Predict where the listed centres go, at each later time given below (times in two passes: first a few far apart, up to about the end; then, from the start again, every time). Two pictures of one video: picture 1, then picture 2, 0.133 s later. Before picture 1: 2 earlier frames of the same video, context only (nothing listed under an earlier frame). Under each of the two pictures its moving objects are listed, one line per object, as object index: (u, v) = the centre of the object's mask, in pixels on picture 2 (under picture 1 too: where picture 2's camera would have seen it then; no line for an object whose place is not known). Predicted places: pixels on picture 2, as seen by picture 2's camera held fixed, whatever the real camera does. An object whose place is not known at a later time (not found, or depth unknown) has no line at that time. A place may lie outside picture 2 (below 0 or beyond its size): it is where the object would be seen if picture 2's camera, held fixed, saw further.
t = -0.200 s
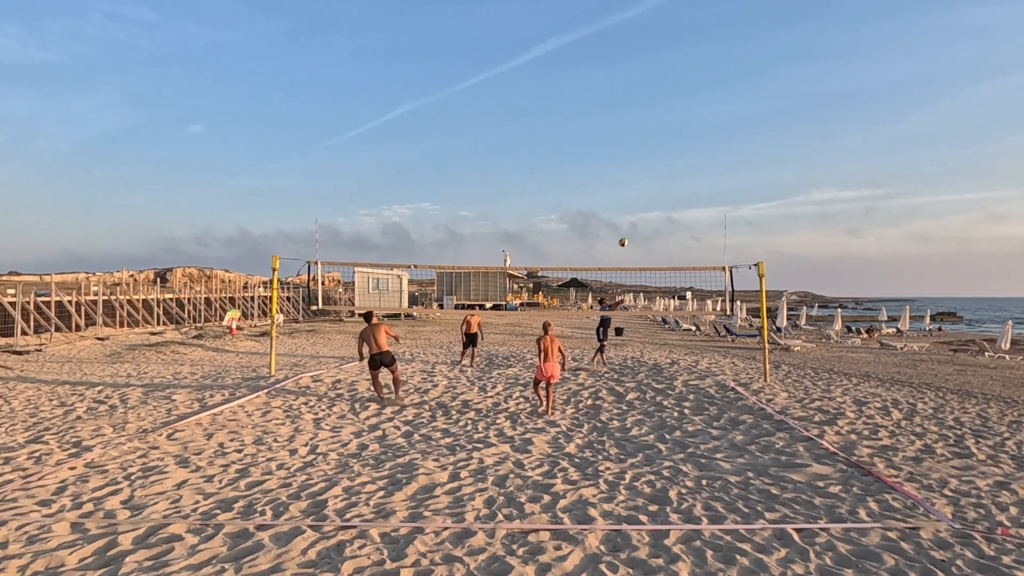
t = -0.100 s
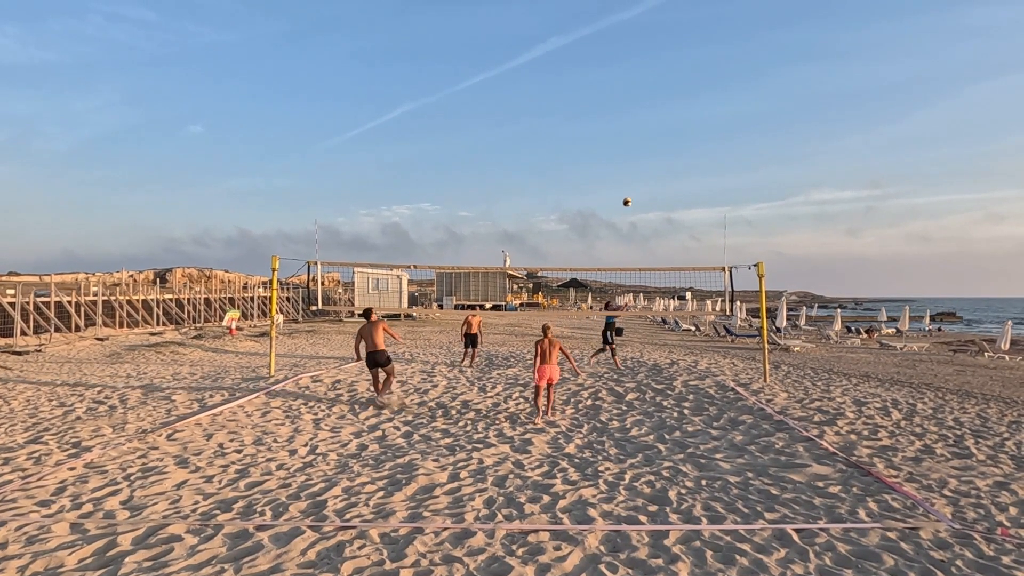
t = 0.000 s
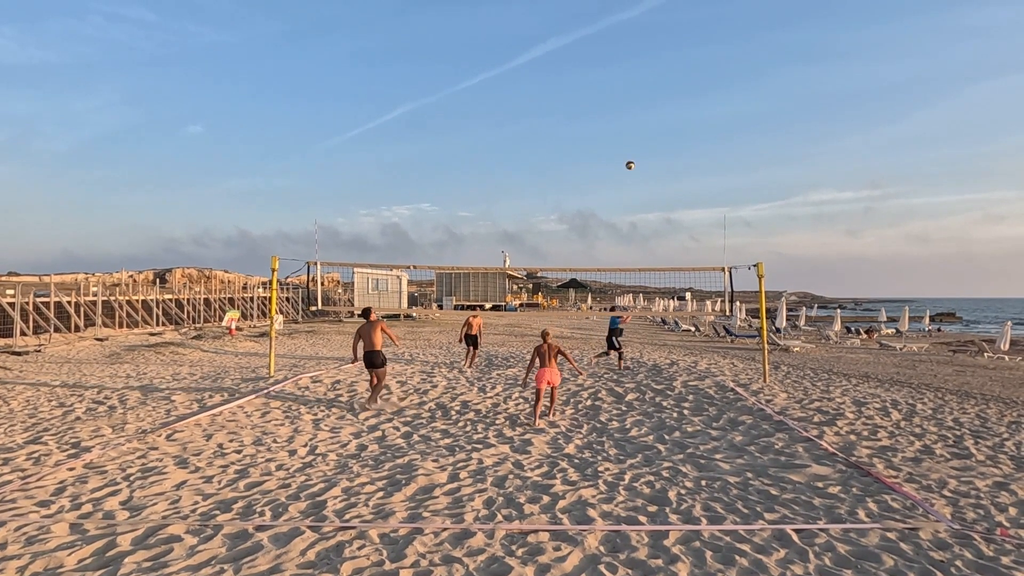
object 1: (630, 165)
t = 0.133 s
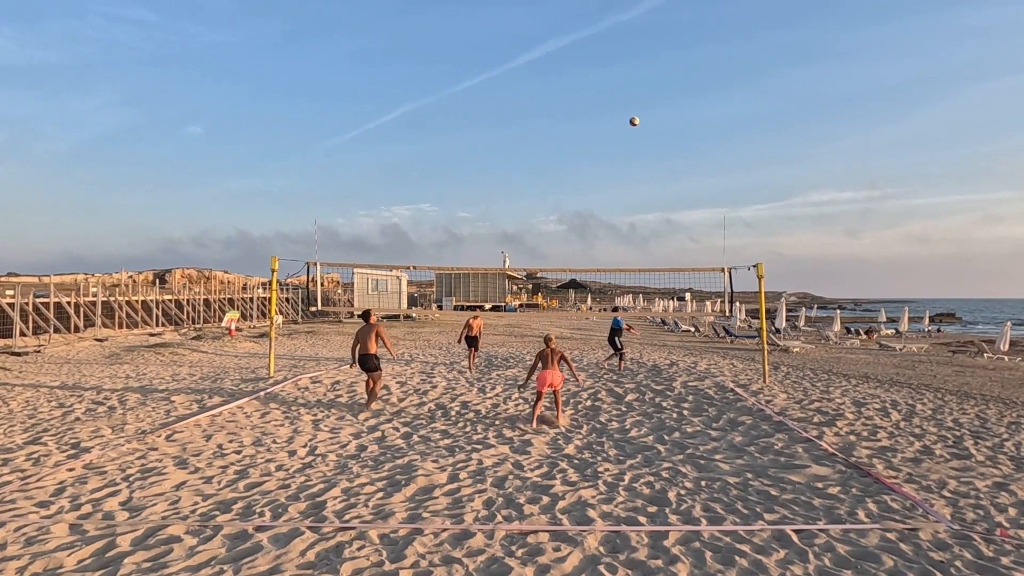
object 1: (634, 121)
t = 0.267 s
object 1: (638, 84)
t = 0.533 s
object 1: (642, 32)
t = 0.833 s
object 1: (646, 13)
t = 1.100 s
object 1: (646, 33)
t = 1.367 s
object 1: (642, 90)
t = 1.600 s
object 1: (636, 170)
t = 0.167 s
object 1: (635, 111)
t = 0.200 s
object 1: (636, 101)
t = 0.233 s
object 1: (637, 92)
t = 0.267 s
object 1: (638, 84)
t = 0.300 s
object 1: (638, 75)
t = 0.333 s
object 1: (639, 68)
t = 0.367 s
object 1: (640, 61)
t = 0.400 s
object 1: (640, 54)
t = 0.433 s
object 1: (641, 48)
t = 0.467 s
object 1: (641, 42)
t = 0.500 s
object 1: (642, 37)
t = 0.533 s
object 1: (642, 32)
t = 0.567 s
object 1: (643, 28)
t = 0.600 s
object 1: (644, 24)
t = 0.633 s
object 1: (644, 21)
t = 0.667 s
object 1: (644, 19)
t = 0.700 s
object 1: (645, 17)
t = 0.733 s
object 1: (645, 15)
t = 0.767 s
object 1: (646, 14)
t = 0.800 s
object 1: (646, 13)
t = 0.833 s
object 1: (646, 13)
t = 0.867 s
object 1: (646, 14)
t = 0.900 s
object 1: (646, 15)
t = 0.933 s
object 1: (646, 16)
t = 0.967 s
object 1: (646, 19)
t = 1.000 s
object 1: (646, 21)
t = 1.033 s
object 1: (646, 25)
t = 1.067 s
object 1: (646, 29)
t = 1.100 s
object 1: (646, 33)
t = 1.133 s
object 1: (646, 38)
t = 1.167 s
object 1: (645, 44)
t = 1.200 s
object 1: (645, 50)
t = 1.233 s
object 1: (645, 57)
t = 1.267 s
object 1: (644, 65)
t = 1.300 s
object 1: (644, 73)
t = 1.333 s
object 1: (643, 81)
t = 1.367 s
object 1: (642, 90)
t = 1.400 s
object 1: (641, 100)
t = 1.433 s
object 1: (640, 111)
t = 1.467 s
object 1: (640, 121)
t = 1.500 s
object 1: (639, 133)
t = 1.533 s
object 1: (638, 145)
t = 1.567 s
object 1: (636, 157)
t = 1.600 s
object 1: (636, 170)
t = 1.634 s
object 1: (634, 184)
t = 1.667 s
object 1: (633, 197)
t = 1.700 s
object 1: (632, 212)
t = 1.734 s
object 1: (631, 227)
